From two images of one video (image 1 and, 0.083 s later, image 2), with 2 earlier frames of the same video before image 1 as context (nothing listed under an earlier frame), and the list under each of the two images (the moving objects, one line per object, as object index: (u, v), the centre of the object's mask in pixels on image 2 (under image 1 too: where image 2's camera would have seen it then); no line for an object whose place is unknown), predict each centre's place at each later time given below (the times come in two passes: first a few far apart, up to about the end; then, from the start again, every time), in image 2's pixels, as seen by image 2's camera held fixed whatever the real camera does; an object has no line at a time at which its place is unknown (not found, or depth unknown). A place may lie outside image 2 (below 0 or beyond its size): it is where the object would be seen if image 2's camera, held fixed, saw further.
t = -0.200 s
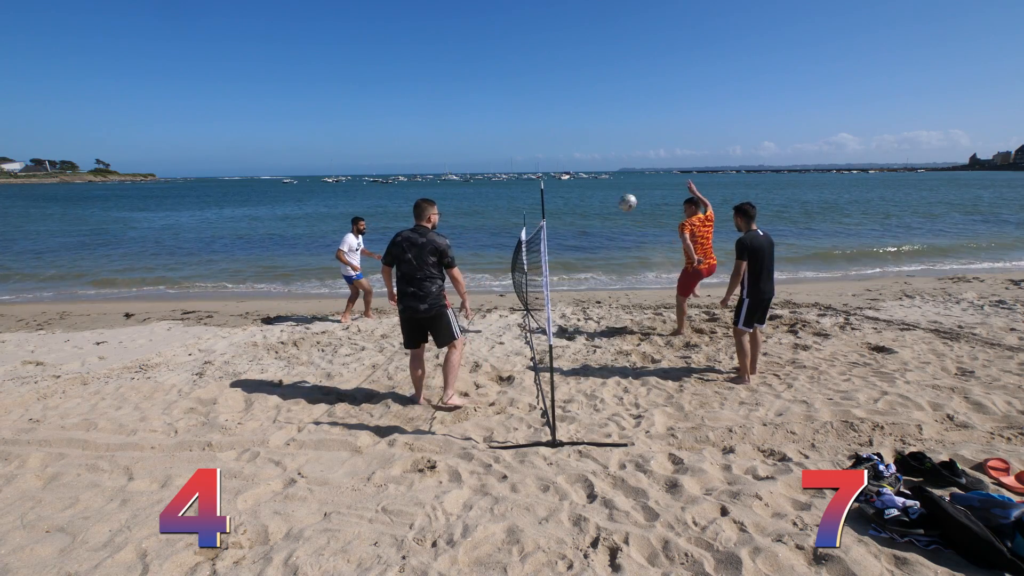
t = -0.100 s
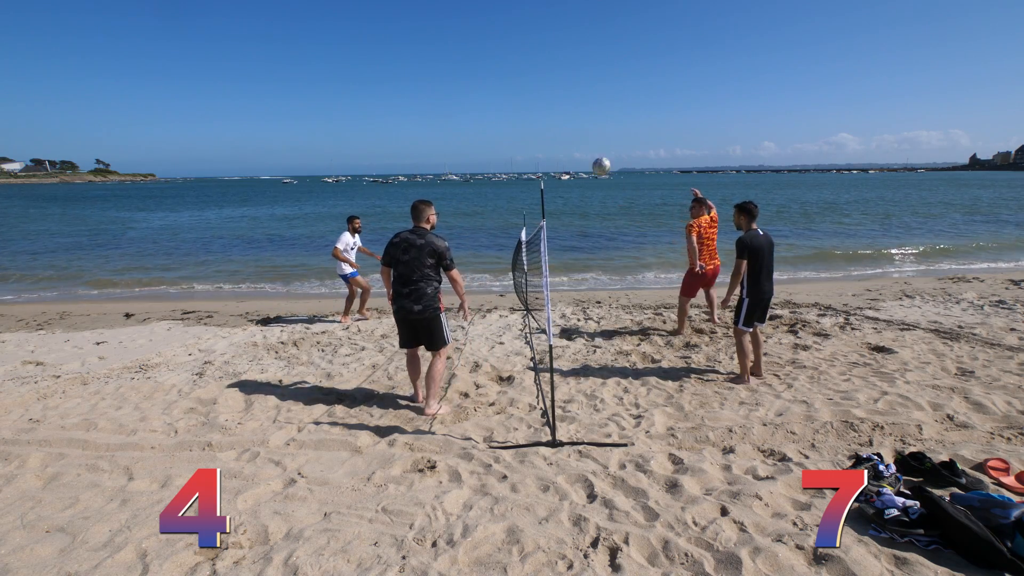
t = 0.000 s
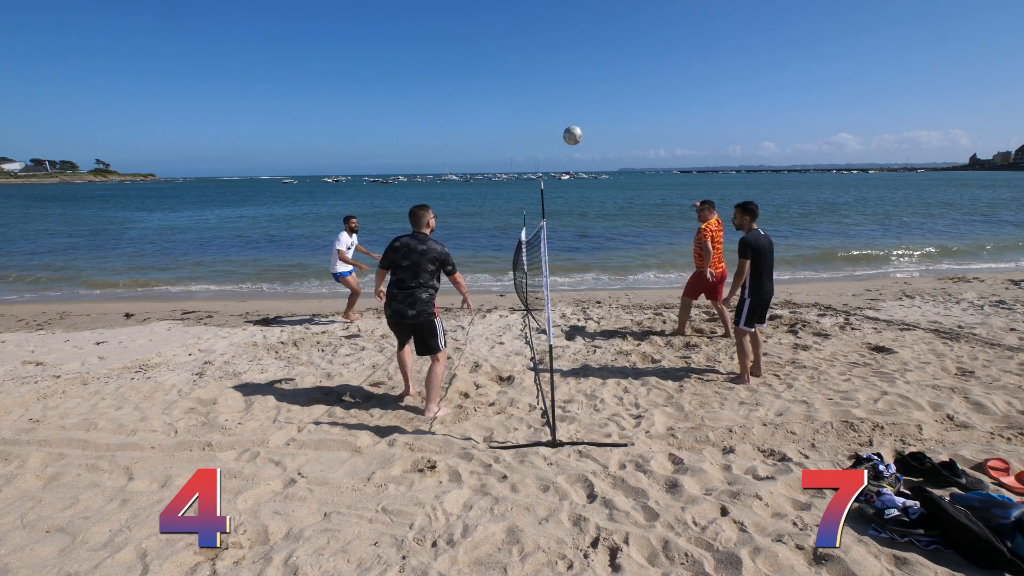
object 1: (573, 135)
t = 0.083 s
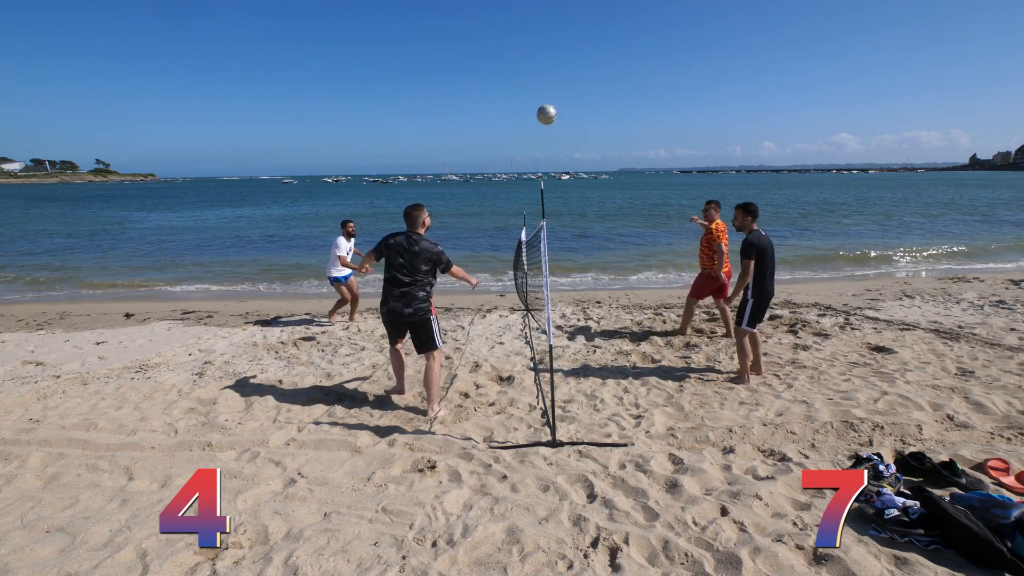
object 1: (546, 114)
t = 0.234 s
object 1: (494, 90)
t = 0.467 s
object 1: (401, 94)
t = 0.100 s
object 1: (541, 111)
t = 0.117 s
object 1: (535, 107)
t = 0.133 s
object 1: (530, 104)
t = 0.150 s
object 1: (524, 101)
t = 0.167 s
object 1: (518, 99)
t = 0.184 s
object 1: (513, 96)
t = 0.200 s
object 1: (506, 94)
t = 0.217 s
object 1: (500, 92)
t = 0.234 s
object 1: (494, 90)
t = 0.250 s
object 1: (488, 88)
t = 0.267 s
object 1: (482, 87)
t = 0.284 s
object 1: (476, 86)
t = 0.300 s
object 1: (469, 85)
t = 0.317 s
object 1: (463, 85)
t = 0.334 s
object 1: (456, 85)
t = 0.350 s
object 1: (450, 85)
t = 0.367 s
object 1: (443, 85)
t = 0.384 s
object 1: (436, 86)
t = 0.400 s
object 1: (429, 87)
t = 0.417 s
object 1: (422, 88)
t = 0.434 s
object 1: (415, 90)
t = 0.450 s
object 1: (408, 92)
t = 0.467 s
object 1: (401, 94)
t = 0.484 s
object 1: (394, 96)
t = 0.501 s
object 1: (387, 99)
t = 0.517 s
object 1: (380, 103)
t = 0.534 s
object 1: (373, 106)
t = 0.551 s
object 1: (365, 110)
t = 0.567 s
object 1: (358, 115)
